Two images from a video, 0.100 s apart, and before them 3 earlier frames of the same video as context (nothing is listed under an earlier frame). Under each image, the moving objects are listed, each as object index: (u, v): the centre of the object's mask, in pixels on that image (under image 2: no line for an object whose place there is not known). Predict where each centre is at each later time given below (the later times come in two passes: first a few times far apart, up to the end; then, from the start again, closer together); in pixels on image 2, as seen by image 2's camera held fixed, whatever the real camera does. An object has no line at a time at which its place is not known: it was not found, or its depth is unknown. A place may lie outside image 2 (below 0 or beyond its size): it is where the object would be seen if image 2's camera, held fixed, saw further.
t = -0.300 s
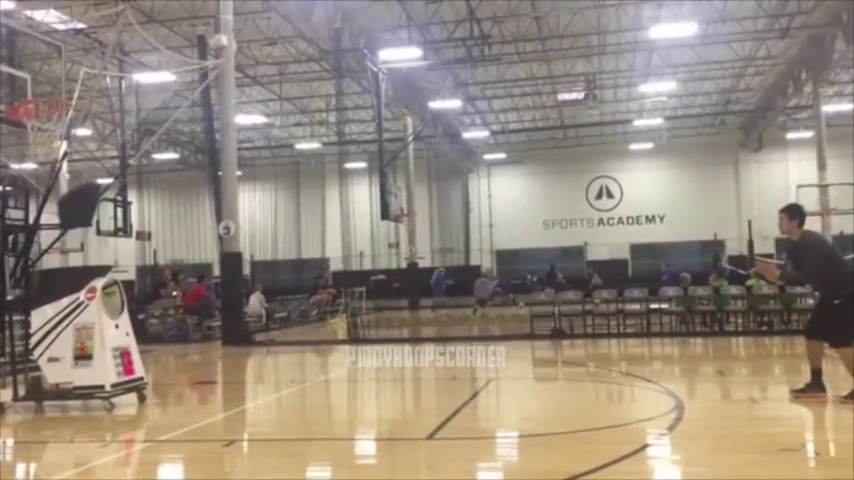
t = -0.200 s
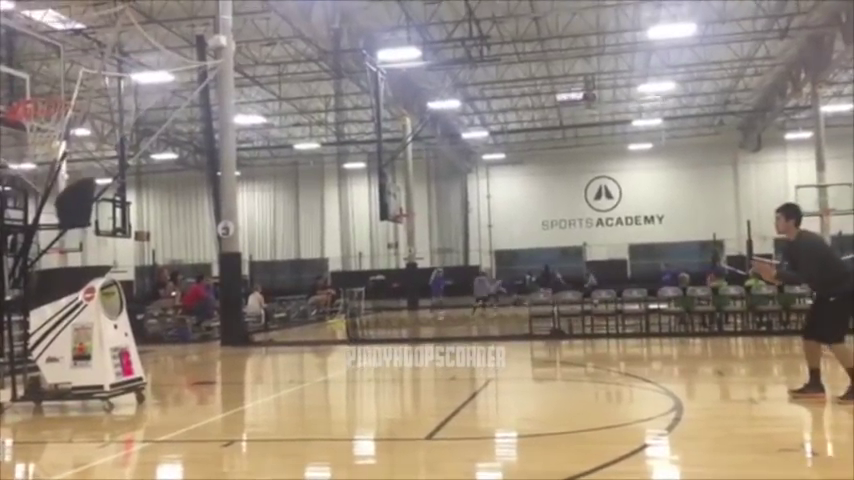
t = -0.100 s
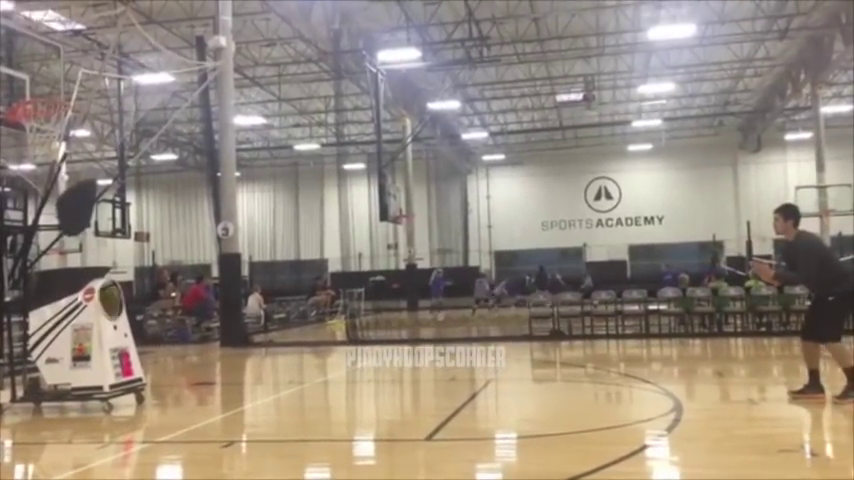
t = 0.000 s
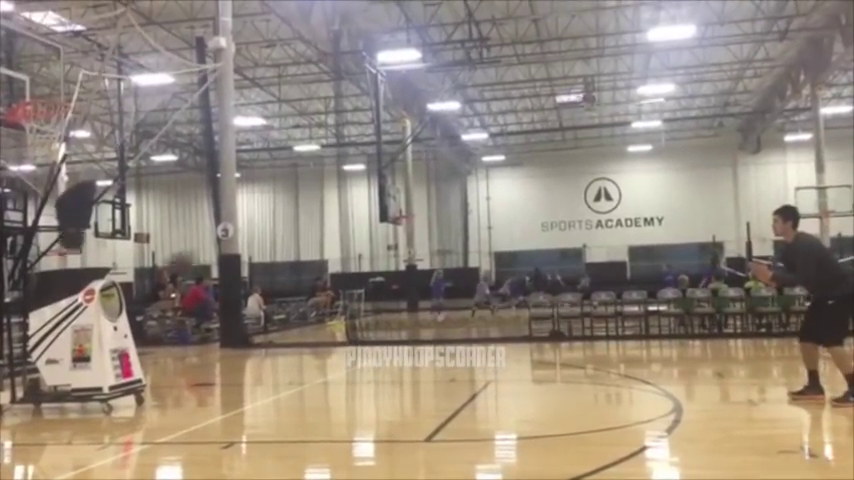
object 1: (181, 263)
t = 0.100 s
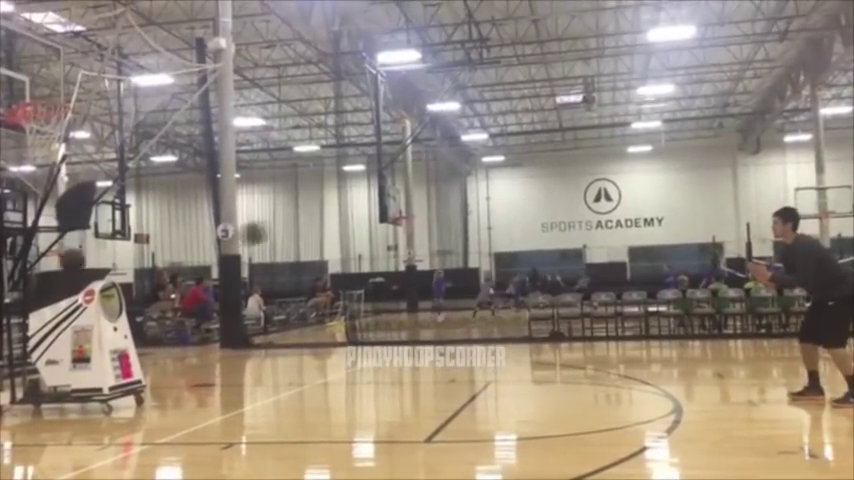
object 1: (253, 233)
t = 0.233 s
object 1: (350, 208)
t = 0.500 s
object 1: (561, 213)
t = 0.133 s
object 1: (279, 225)
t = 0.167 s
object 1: (302, 218)
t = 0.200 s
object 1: (327, 213)
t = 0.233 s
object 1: (350, 208)
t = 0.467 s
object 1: (535, 208)
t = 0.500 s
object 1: (561, 213)
